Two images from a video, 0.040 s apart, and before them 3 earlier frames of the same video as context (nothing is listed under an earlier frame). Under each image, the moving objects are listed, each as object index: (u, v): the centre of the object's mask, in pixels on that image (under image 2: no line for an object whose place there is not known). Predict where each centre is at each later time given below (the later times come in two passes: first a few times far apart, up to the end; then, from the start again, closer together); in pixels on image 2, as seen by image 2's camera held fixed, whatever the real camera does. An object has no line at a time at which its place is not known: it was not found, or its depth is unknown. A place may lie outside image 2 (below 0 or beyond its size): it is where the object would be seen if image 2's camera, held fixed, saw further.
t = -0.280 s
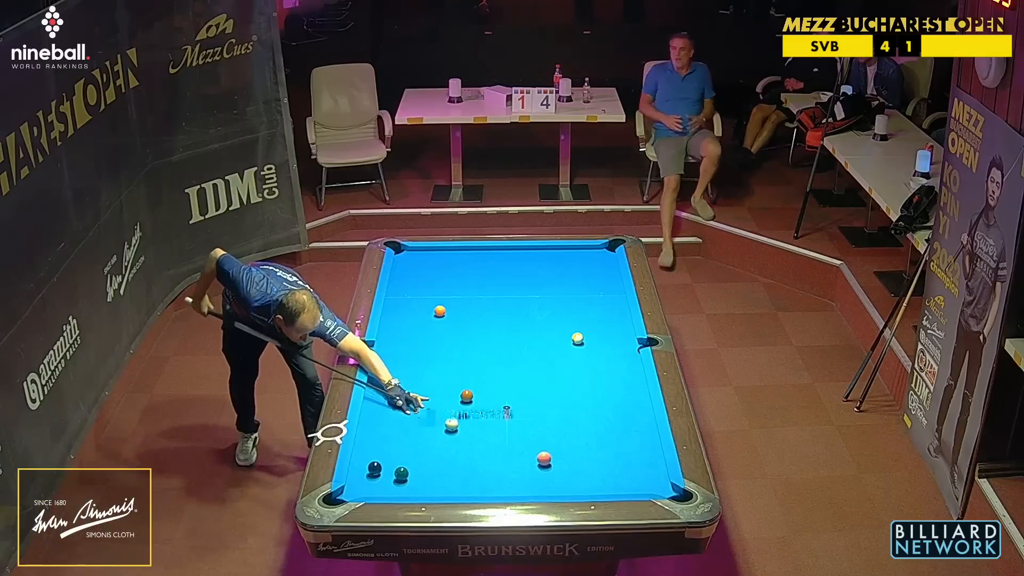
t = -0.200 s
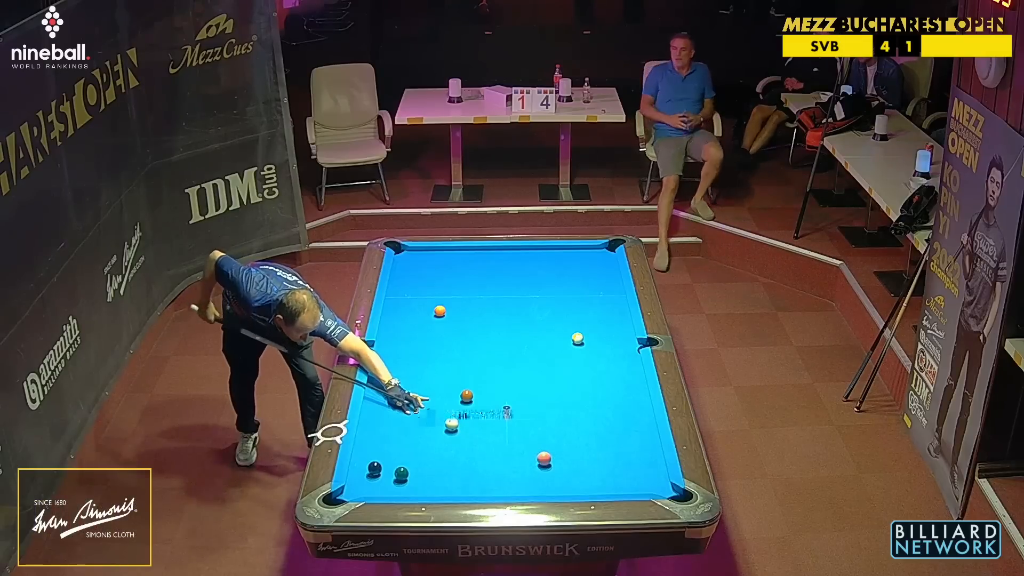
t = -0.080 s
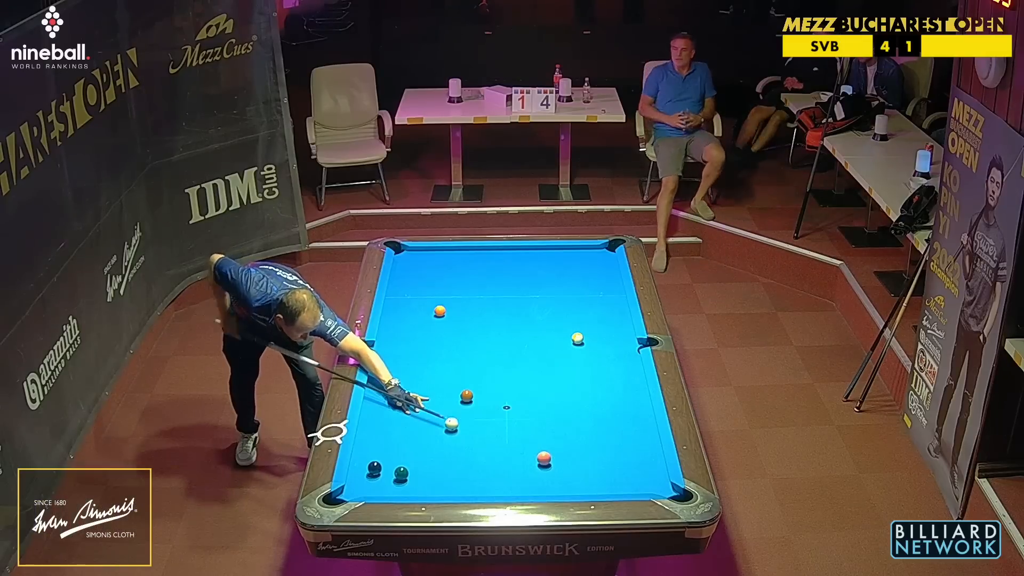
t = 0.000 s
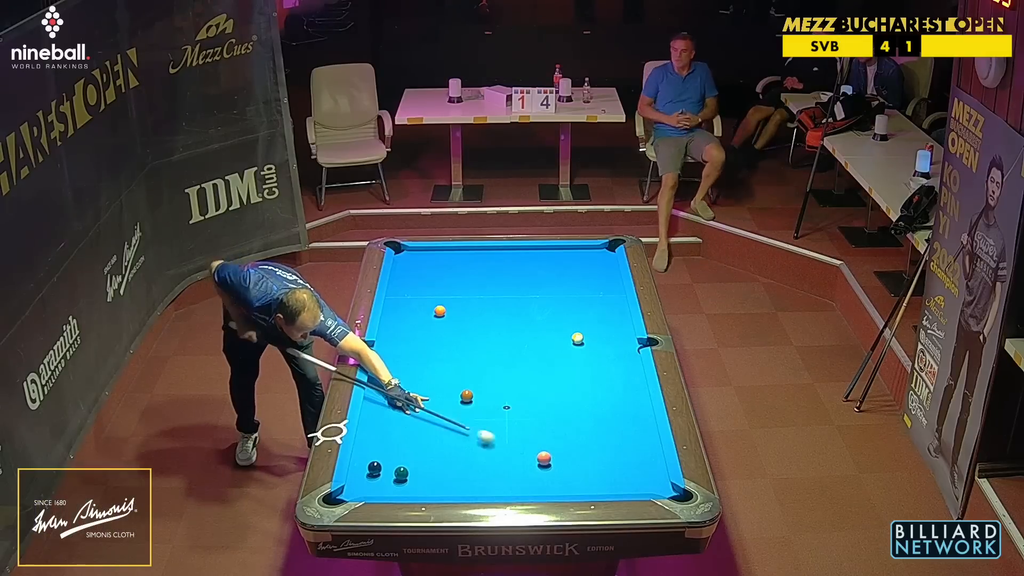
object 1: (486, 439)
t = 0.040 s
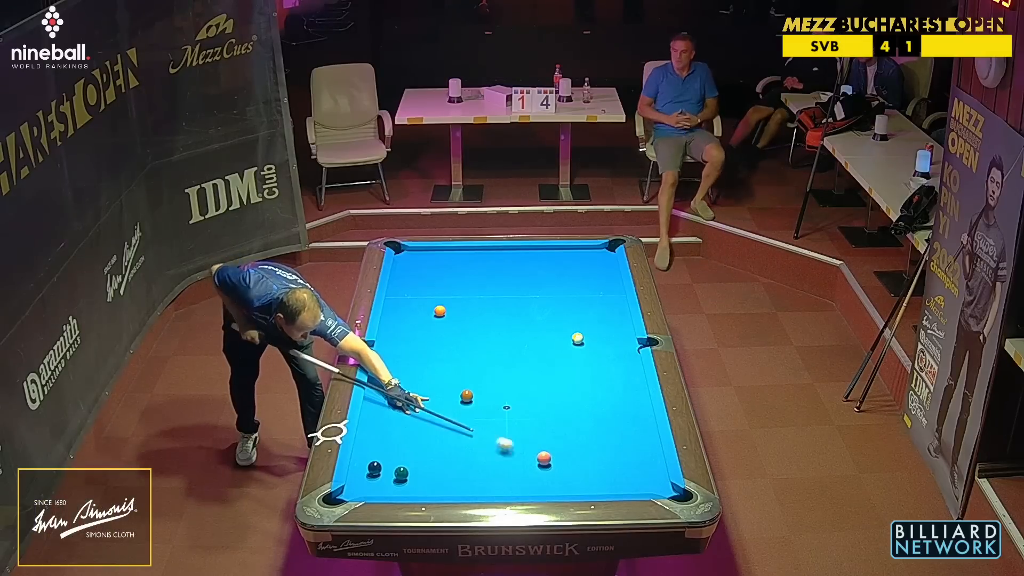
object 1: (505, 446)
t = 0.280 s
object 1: (535, 466)
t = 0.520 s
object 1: (557, 484)
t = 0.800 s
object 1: (589, 487)
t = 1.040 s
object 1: (618, 481)
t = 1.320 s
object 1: (650, 471)
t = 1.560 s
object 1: (650, 463)
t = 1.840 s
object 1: (633, 452)
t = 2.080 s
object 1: (620, 443)
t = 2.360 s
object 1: (606, 434)
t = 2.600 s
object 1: (595, 427)
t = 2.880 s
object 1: (583, 419)
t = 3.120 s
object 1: (574, 413)
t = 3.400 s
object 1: (564, 407)
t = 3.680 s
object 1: (555, 402)
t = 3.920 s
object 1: (549, 397)
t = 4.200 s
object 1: (542, 393)
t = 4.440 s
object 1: (537, 389)
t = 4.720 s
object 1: (532, 386)
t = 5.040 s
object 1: (525, 383)
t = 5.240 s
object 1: (524, 381)
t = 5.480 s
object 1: (521, 379)
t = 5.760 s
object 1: (519, 377)
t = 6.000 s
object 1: (519, 376)
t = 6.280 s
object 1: (518, 375)
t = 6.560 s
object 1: (517, 374)
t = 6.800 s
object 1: (517, 374)
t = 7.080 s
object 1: (517, 375)
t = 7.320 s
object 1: (517, 374)
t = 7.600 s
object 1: (517, 374)
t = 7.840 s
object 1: (517, 374)
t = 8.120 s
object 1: (517, 374)
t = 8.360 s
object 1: (517, 374)
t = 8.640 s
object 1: (517, 374)
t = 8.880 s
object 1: (517, 374)
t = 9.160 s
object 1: (517, 375)
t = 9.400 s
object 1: (517, 375)
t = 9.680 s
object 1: (517, 375)
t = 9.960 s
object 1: (517, 375)
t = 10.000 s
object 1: (517, 375)
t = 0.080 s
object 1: (524, 454)
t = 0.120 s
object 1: (531, 458)
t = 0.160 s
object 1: (531, 460)
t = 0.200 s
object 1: (531, 462)
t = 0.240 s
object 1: (533, 464)
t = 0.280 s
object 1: (535, 466)
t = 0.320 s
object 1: (538, 469)
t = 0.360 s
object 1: (542, 472)
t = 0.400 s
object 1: (545, 475)
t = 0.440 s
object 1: (549, 478)
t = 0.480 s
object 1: (553, 481)
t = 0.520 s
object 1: (557, 484)
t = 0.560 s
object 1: (561, 486)
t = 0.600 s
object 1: (565, 488)
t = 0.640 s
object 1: (569, 489)
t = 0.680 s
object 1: (573, 490)
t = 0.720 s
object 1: (578, 489)
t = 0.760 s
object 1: (583, 488)
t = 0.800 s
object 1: (589, 487)
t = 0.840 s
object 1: (594, 487)
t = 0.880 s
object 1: (598, 486)
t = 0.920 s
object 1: (603, 485)
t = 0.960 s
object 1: (608, 484)
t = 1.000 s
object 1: (613, 482)
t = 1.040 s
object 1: (618, 481)
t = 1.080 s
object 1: (623, 480)
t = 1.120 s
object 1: (627, 478)
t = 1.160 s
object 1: (632, 477)
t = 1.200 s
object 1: (636, 475)
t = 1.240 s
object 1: (641, 474)
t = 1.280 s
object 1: (645, 473)
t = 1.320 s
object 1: (650, 471)
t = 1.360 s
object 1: (654, 470)
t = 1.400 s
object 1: (658, 469)
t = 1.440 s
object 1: (658, 467)
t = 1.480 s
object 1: (655, 466)
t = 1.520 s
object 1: (652, 464)
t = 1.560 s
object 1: (650, 463)
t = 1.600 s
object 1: (648, 461)
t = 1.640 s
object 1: (645, 459)
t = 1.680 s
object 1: (643, 458)
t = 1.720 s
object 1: (640, 456)
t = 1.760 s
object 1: (638, 455)
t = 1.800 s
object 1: (636, 453)
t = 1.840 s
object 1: (633, 452)
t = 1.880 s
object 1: (631, 450)
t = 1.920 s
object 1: (629, 449)
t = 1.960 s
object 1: (627, 447)
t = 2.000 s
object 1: (625, 446)
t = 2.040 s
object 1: (623, 445)
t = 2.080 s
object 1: (620, 443)
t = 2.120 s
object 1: (618, 442)
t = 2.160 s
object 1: (616, 440)
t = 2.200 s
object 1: (614, 439)
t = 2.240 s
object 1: (612, 438)
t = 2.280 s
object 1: (610, 437)
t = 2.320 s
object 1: (608, 435)
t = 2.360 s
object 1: (606, 434)
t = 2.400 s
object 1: (605, 433)
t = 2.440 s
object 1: (602, 432)
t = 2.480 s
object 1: (600, 431)
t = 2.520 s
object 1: (599, 429)
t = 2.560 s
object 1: (597, 428)
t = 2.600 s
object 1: (595, 427)
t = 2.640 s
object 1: (593, 426)
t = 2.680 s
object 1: (592, 425)
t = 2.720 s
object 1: (590, 424)
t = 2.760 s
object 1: (588, 423)
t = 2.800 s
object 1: (586, 422)
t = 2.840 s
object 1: (585, 420)
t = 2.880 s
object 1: (583, 419)
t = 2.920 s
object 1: (582, 418)
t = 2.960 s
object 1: (580, 417)
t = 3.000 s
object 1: (578, 416)
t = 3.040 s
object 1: (577, 415)
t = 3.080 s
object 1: (576, 414)
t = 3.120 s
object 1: (574, 413)
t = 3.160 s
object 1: (573, 412)
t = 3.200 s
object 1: (571, 412)
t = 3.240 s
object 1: (570, 411)
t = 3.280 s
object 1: (568, 410)
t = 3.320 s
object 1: (567, 409)
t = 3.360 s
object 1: (565, 408)
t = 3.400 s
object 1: (564, 407)
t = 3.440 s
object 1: (563, 406)
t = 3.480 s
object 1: (561, 406)
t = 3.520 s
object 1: (560, 405)
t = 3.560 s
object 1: (559, 404)
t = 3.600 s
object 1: (558, 403)
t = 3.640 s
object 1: (556, 402)
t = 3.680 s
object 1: (555, 402)
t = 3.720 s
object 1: (554, 401)
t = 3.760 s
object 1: (553, 400)
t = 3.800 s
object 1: (552, 399)
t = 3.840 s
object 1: (551, 399)
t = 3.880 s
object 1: (550, 398)
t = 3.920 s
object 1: (549, 397)
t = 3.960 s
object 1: (547, 397)
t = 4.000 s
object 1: (546, 396)
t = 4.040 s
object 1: (546, 395)
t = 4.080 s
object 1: (545, 395)
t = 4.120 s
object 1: (544, 394)
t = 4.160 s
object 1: (543, 394)
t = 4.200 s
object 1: (542, 393)
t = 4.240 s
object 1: (541, 392)
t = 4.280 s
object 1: (540, 392)
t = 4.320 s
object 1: (539, 391)
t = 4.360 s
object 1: (538, 390)
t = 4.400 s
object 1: (538, 390)
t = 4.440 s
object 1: (537, 389)
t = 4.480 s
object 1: (536, 389)
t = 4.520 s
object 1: (535, 388)
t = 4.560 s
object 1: (535, 387)
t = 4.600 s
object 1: (534, 387)
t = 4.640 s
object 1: (533, 387)
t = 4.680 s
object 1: (532, 386)
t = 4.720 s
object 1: (532, 386)
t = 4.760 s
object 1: (531, 385)
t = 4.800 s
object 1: (531, 385)
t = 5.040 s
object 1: (525, 383)
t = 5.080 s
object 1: (526, 382)
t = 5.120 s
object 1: (525, 382)
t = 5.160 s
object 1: (525, 381)
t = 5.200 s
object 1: (524, 381)
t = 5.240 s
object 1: (524, 381)
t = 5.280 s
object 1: (523, 380)
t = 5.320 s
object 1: (523, 380)
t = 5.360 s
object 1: (522, 380)
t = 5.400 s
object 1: (522, 379)
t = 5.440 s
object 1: (521, 379)
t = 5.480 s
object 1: (521, 379)
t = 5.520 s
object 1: (521, 378)
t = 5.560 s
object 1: (520, 378)
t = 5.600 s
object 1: (520, 378)
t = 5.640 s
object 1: (520, 378)
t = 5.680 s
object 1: (520, 377)
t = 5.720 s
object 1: (519, 377)
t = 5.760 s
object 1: (519, 377)
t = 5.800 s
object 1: (519, 377)
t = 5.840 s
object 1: (519, 377)
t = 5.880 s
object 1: (519, 377)
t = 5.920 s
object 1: (519, 376)
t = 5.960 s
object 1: (519, 376)
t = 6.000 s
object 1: (519, 376)
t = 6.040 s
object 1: (519, 375)
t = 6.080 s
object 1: (518, 375)
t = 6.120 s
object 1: (518, 375)
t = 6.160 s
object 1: (518, 375)
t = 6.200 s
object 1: (518, 375)
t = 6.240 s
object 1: (518, 375)
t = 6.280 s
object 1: (518, 375)
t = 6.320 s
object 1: (518, 375)
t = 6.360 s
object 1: (518, 375)
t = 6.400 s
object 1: (517, 375)
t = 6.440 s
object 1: (517, 375)
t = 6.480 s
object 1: (517, 375)
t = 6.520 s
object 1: (517, 375)
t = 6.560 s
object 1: (517, 374)
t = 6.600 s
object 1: (517, 374)
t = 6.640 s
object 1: (517, 374)
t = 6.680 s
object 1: (517, 374)
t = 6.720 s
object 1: (517, 374)
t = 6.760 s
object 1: (517, 374)
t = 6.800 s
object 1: (517, 374)
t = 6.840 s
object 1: (517, 374)
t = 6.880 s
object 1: (517, 374)
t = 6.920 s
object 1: (517, 375)
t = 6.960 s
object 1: (517, 375)
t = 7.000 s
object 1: (517, 375)
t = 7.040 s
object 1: (517, 375)
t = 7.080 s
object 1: (517, 375)
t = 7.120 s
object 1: (517, 375)
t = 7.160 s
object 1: (517, 374)
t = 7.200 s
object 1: (517, 375)
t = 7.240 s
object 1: (517, 375)
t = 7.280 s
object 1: (517, 375)
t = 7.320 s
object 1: (517, 374)
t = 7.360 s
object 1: (517, 374)
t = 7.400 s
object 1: (517, 374)
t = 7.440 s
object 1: (517, 374)
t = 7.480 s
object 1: (517, 374)
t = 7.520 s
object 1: (517, 374)
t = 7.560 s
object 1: (517, 374)
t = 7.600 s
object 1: (517, 374)
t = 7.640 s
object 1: (517, 374)
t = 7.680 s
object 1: (517, 374)
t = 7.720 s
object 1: (517, 374)
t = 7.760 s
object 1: (517, 374)
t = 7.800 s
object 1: (517, 374)
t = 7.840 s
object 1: (517, 374)
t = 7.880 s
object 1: (517, 374)
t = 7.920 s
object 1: (517, 374)
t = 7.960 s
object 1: (517, 374)
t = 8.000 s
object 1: (517, 374)
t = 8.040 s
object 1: (517, 374)
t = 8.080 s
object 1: (517, 374)
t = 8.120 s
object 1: (517, 374)
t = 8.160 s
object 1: (517, 374)
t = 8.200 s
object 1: (517, 374)
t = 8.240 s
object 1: (517, 374)
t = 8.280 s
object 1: (517, 374)
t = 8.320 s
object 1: (517, 374)
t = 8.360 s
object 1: (517, 374)
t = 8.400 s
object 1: (517, 374)
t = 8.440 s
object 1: (517, 374)
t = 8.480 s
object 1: (517, 374)
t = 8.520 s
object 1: (517, 374)
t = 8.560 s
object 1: (517, 374)
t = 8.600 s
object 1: (517, 374)
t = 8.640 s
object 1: (517, 374)
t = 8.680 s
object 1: (517, 374)
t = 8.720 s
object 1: (517, 374)
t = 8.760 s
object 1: (517, 374)
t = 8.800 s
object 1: (517, 374)
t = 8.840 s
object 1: (517, 374)
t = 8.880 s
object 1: (517, 374)
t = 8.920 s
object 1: (517, 374)
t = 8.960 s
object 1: (517, 375)
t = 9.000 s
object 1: (517, 374)
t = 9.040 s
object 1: (517, 375)
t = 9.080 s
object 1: (517, 375)
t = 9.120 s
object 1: (517, 375)
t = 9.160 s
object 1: (517, 375)
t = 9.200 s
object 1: (517, 375)
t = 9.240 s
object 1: (517, 375)
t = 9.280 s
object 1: (517, 375)
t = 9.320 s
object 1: (517, 375)
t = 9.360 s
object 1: (517, 374)
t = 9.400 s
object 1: (517, 375)
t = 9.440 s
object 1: (517, 375)
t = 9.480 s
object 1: (517, 375)
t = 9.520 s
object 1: (517, 375)
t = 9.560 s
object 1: (517, 375)
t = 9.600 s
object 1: (517, 375)
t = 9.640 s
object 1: (517, 375)
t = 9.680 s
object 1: (517, 375)
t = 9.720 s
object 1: (517, 375)
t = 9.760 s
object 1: (517, 375)
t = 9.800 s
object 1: (517, 375)
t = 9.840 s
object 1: (517, 375)
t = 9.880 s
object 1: (517, 375)
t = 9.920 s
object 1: (517, 375)
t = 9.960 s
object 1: (517, 375)
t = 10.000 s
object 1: (517, 375)
